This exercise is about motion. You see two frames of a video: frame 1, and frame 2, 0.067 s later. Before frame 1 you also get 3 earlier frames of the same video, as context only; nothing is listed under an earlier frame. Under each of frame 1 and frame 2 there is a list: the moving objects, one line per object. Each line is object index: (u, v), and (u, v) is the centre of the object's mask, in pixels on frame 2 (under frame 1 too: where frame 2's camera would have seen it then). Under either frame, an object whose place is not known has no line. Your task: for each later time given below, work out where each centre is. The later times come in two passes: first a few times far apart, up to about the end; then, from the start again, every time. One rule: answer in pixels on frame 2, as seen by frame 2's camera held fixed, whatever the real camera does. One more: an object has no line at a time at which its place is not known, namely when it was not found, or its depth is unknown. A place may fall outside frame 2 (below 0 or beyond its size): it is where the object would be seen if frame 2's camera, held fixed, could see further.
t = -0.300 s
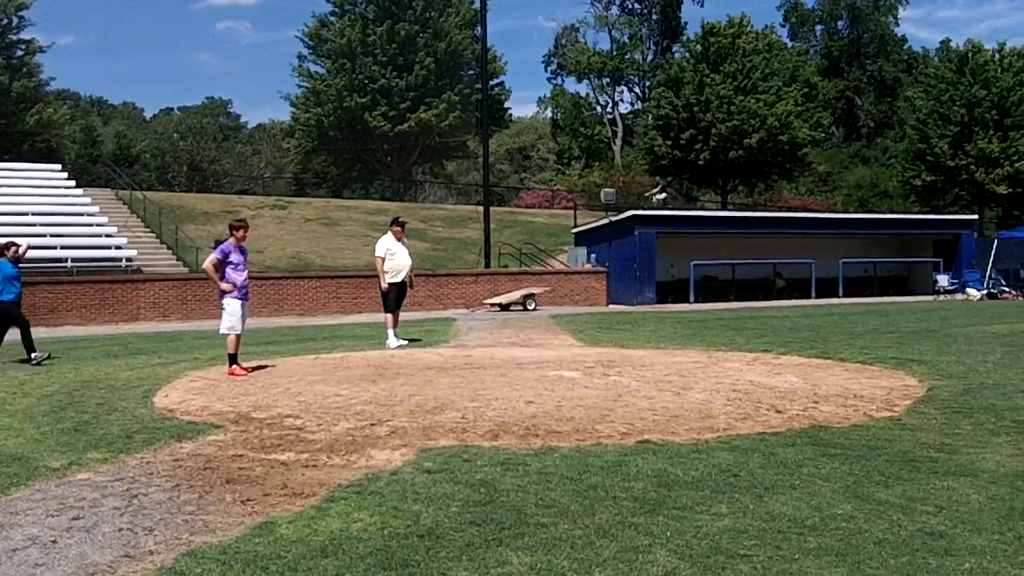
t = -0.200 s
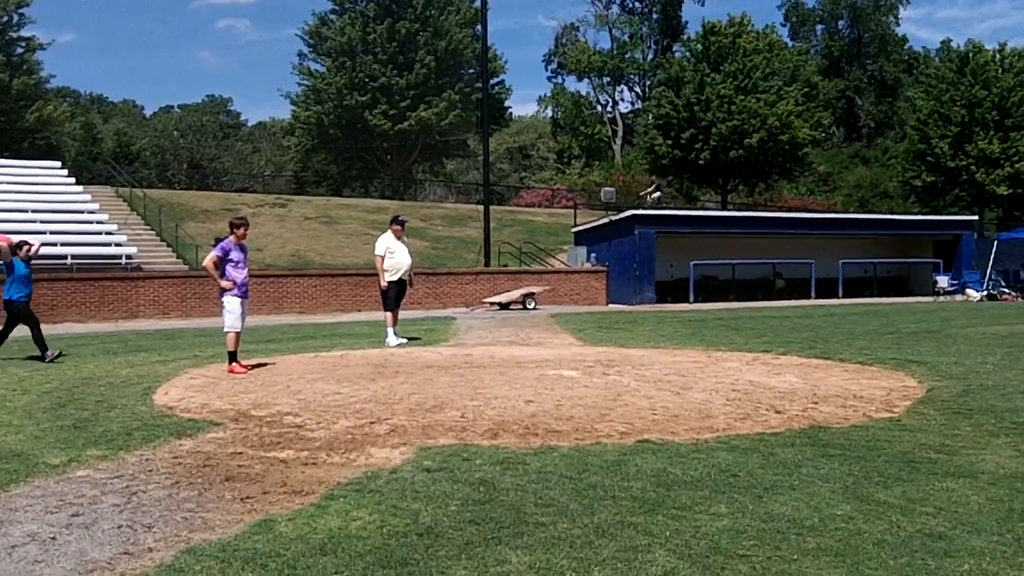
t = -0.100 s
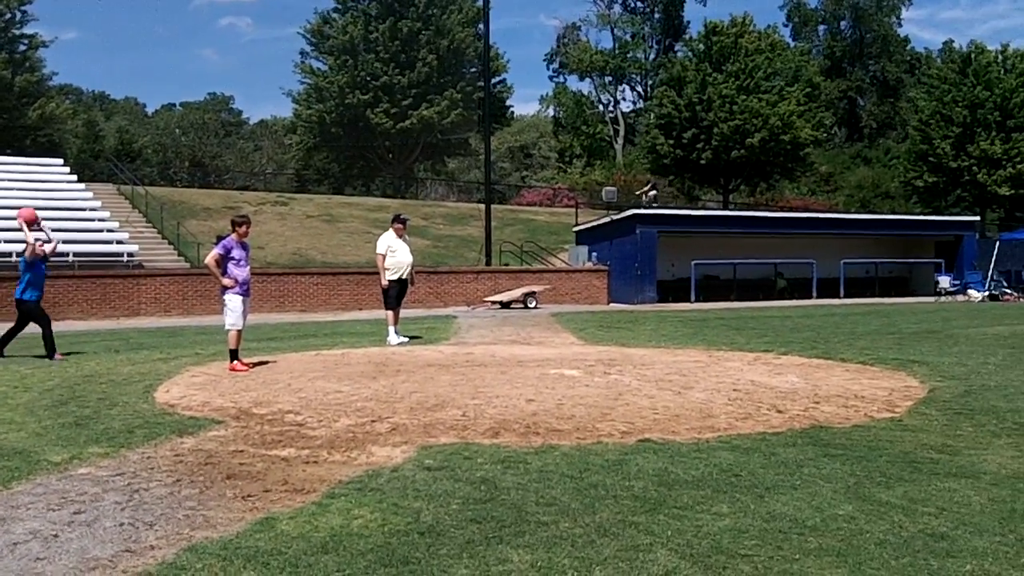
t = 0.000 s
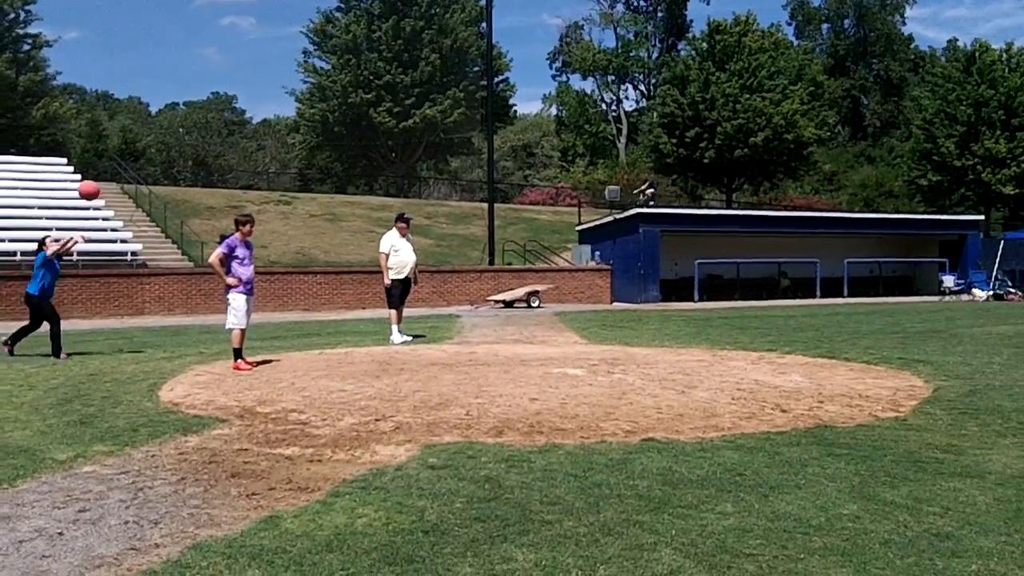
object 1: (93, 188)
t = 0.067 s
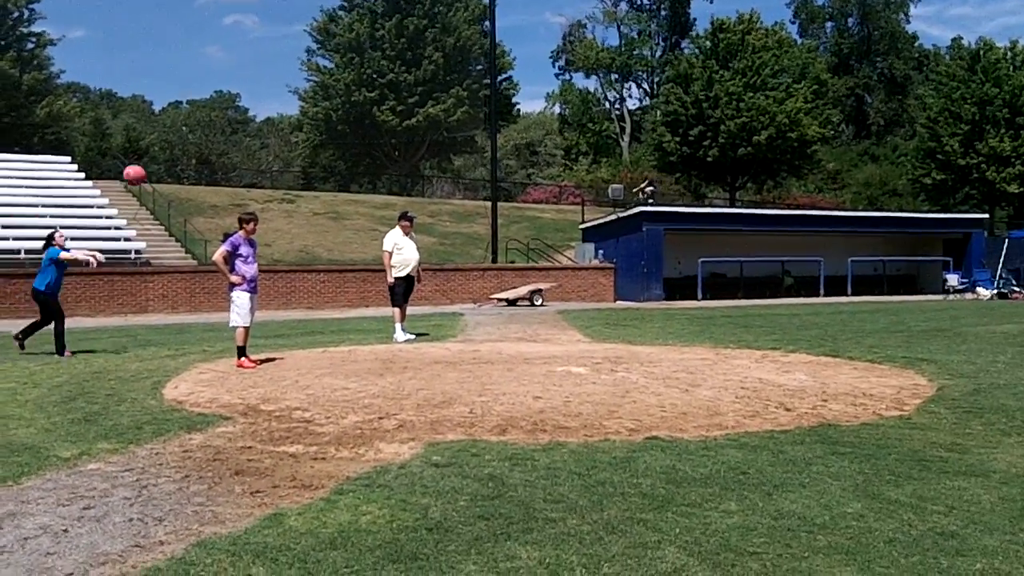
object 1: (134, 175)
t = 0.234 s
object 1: (241, 153)
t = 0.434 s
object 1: (373, 153)
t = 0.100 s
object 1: (155, 169)
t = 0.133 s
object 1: (176, 164)
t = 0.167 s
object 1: (198, 161)
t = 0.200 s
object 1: (220, 157)
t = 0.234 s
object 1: (241, 153)
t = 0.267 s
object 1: (263, 150)
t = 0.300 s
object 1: (284, 149)
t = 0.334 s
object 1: (307, 149)
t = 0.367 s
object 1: (329, 150)
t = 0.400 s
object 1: (351, 151)
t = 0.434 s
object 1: (373, 153)
